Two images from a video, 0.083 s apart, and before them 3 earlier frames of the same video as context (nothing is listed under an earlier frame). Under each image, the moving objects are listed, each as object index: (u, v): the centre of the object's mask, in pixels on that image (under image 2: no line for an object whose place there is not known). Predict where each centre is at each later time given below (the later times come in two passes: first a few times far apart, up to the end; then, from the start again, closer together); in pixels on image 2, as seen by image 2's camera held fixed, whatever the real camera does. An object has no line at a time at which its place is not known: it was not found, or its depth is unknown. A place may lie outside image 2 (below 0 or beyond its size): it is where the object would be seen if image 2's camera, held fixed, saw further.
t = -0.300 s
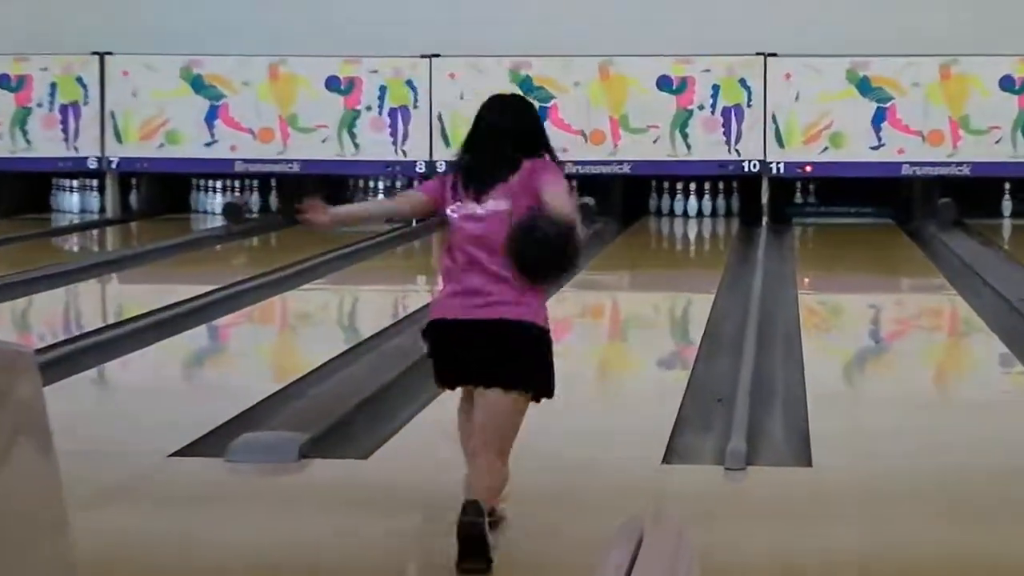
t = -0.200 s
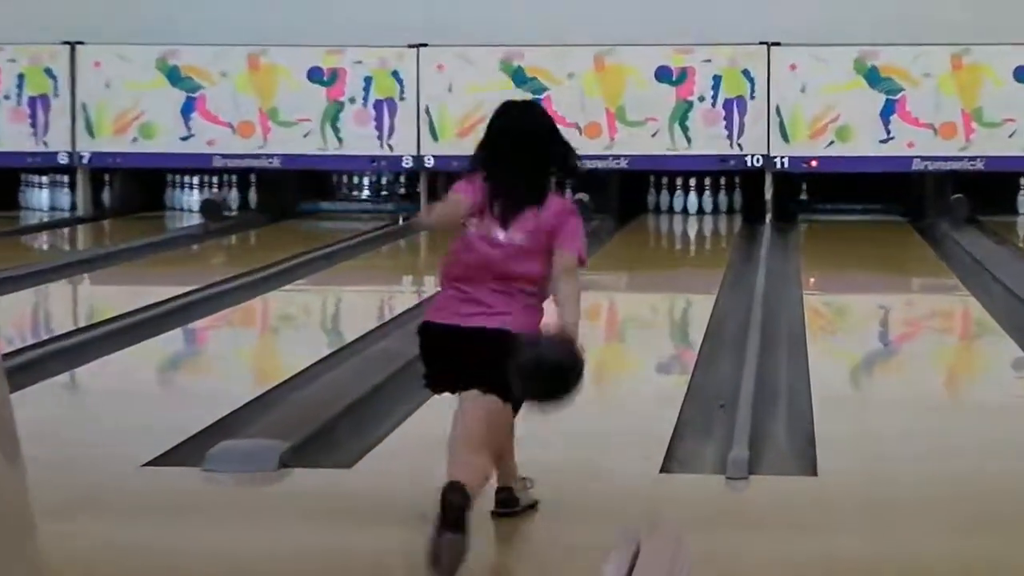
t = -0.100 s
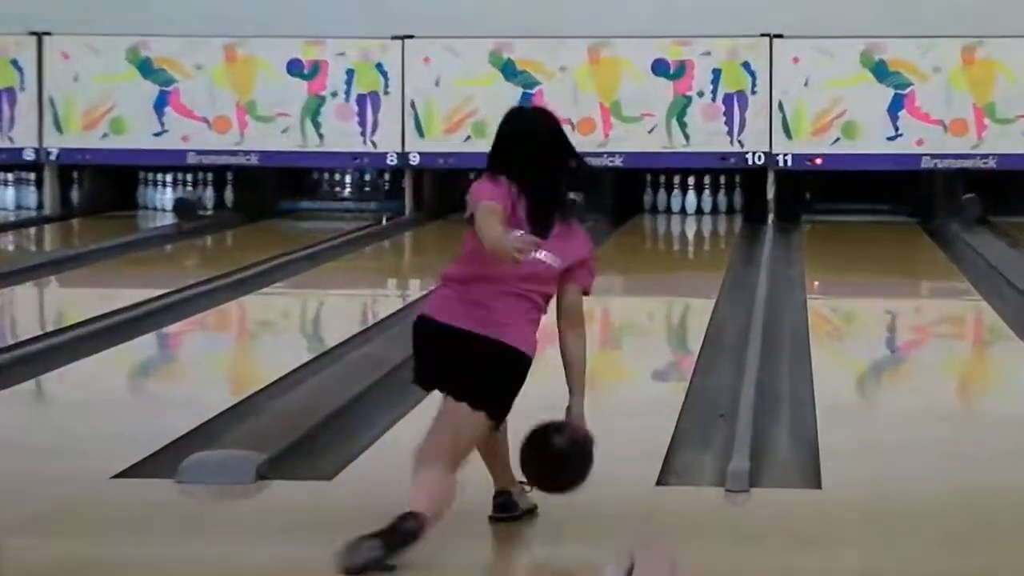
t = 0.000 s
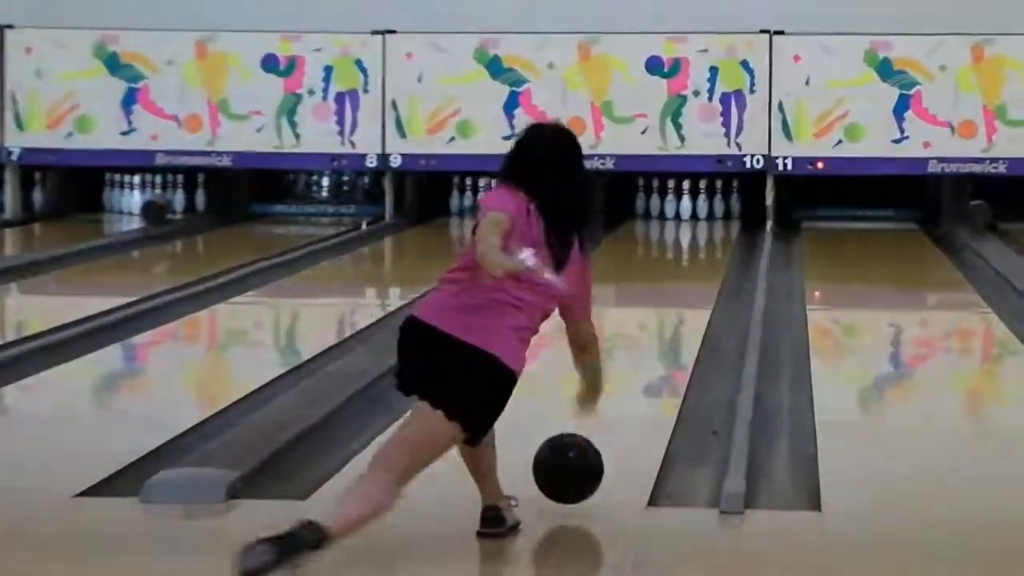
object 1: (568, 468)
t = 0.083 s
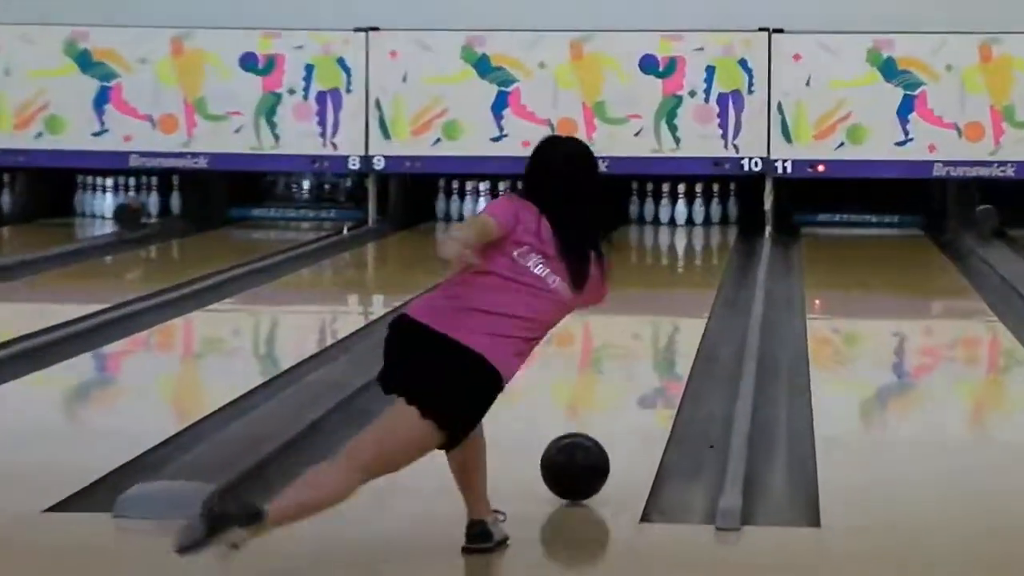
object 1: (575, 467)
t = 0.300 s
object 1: (611, 411)
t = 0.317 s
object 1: (613, 408)
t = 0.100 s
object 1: (578, 463)
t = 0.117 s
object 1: (582, 457)
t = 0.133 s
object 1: (585, 452)
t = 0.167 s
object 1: (591, 442)
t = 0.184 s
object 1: (593, 439)
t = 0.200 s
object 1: (596, 435)
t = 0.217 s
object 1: (598, 430)
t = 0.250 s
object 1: (603, 422)
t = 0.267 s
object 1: (606, 419)
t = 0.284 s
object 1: (608, 415)
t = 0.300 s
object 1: (611, 411)
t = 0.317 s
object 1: (613, 408)
